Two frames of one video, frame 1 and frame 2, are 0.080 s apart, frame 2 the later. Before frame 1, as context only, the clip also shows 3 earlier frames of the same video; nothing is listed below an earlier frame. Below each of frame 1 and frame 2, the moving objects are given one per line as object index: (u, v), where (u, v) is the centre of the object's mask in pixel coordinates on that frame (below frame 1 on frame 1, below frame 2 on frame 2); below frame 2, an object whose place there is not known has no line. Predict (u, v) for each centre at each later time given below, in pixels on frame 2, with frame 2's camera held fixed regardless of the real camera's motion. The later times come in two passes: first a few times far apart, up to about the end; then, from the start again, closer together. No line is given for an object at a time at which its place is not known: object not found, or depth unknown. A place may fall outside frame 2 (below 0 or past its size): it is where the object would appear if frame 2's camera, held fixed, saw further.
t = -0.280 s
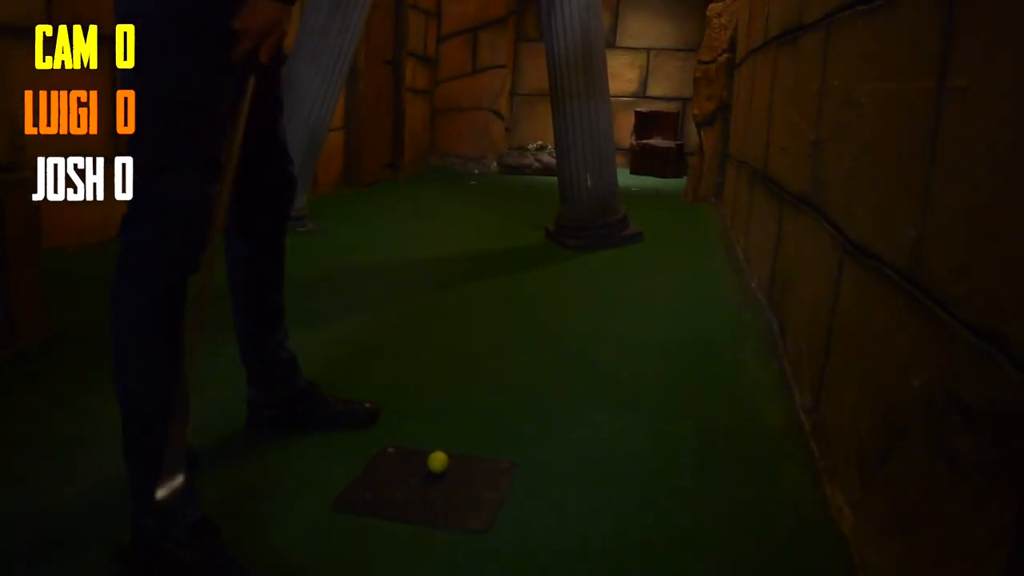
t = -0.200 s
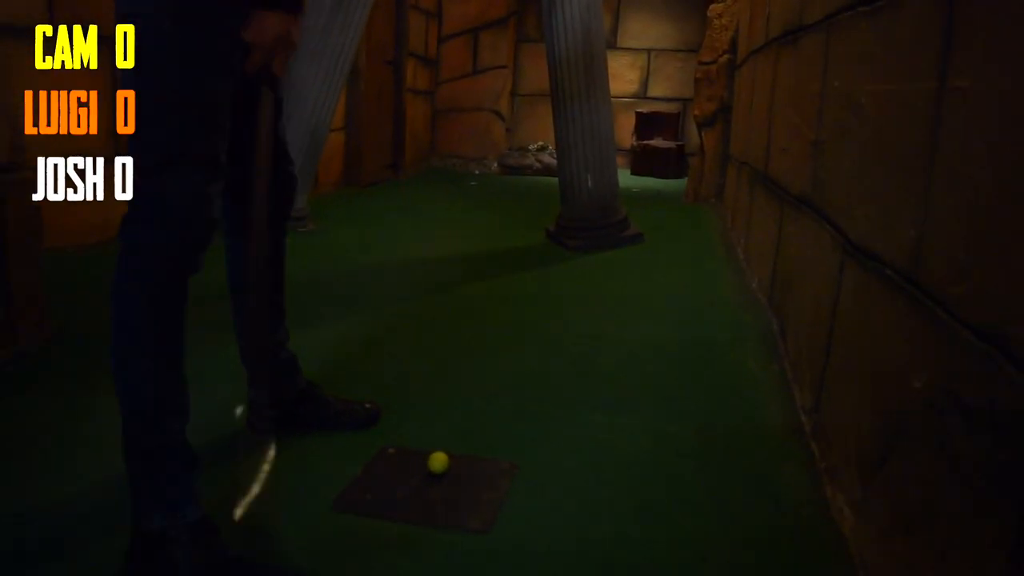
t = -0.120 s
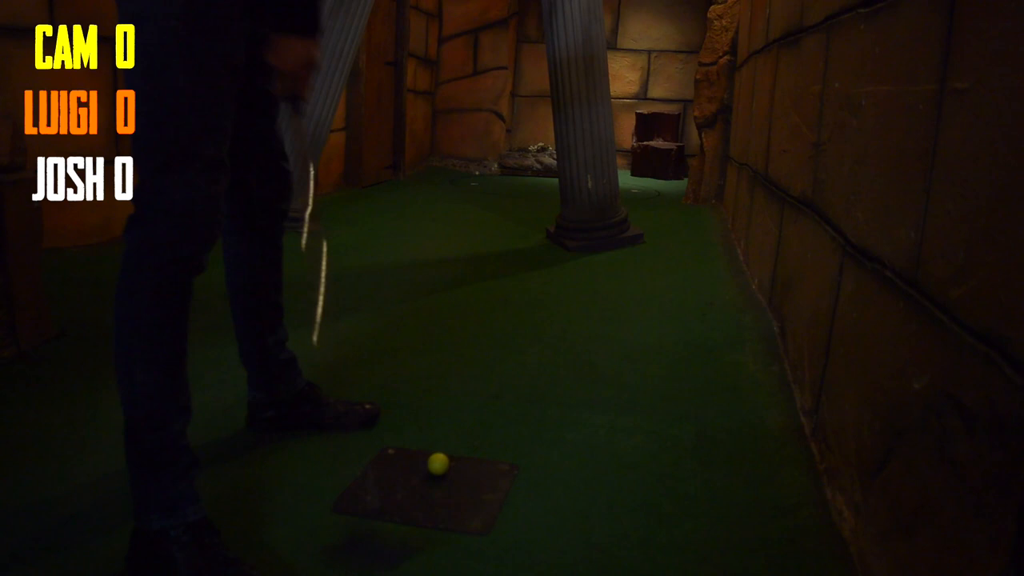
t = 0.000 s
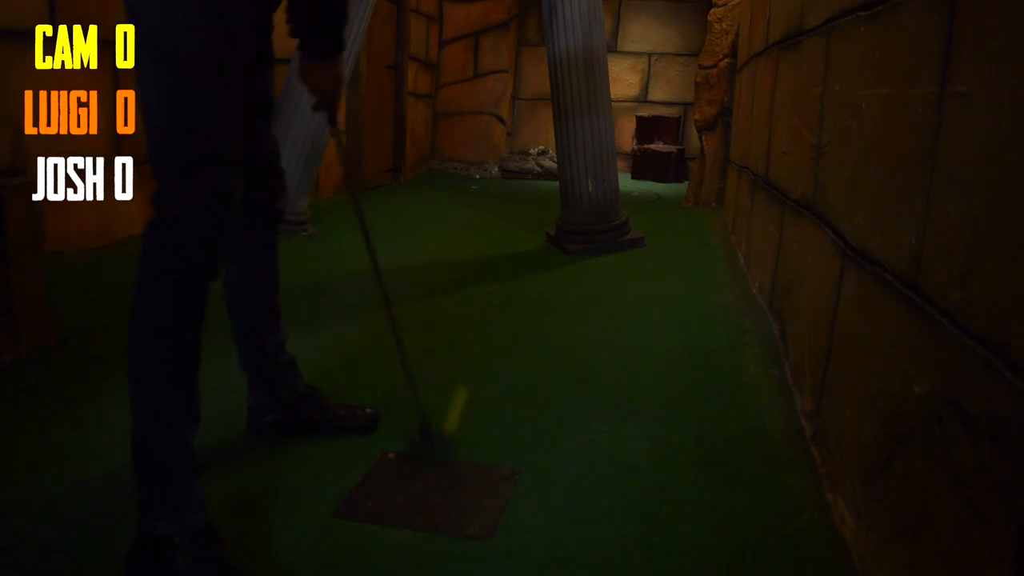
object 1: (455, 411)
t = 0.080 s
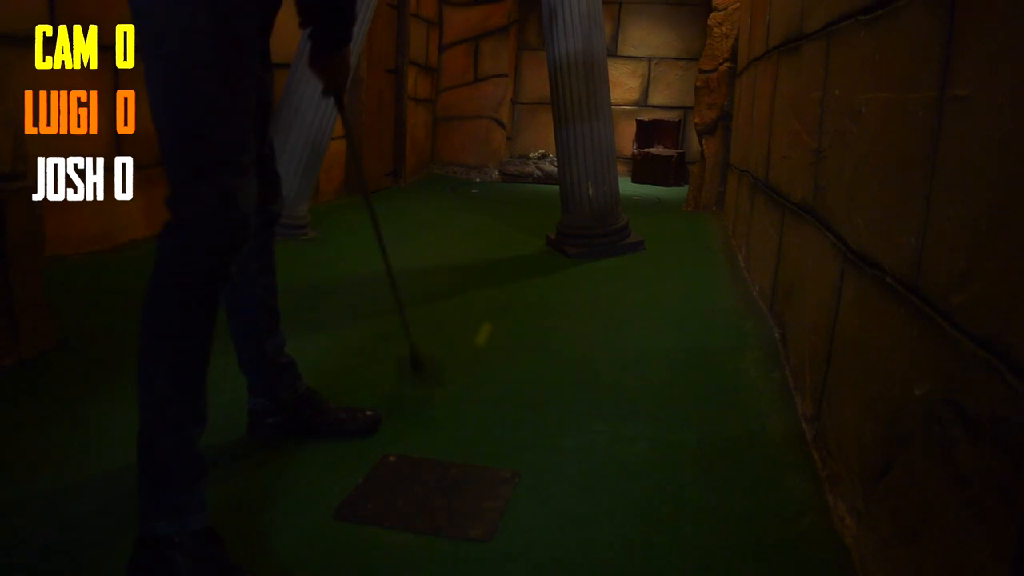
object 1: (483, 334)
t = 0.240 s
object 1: (506, 261)
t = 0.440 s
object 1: (518, 221)
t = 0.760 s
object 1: (526, 191)
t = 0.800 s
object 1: (527, 186)
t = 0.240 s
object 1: (506, 261)
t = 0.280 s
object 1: (510, 253)
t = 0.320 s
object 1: (512, 249)
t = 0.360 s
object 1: (515, 240)
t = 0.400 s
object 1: (516, 229)
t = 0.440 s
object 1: (518, 221)
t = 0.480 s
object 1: (520, 216)
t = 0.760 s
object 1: (526, 191)
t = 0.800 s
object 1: (527, 186)
